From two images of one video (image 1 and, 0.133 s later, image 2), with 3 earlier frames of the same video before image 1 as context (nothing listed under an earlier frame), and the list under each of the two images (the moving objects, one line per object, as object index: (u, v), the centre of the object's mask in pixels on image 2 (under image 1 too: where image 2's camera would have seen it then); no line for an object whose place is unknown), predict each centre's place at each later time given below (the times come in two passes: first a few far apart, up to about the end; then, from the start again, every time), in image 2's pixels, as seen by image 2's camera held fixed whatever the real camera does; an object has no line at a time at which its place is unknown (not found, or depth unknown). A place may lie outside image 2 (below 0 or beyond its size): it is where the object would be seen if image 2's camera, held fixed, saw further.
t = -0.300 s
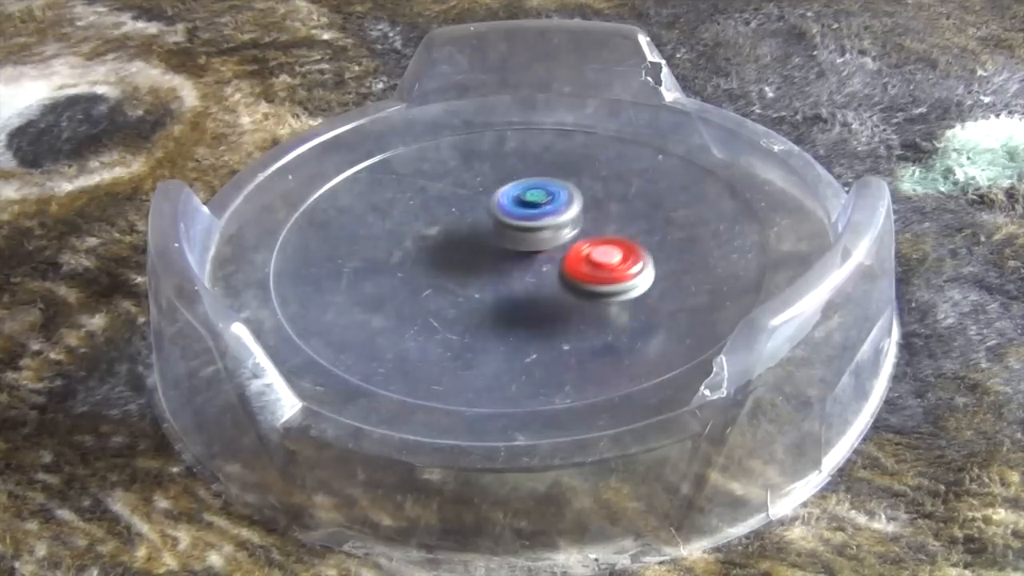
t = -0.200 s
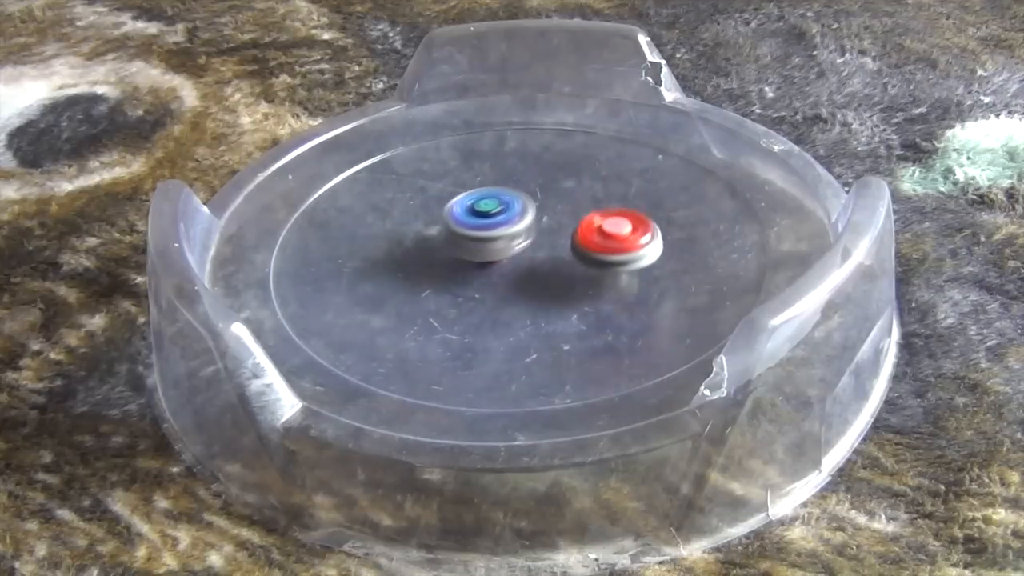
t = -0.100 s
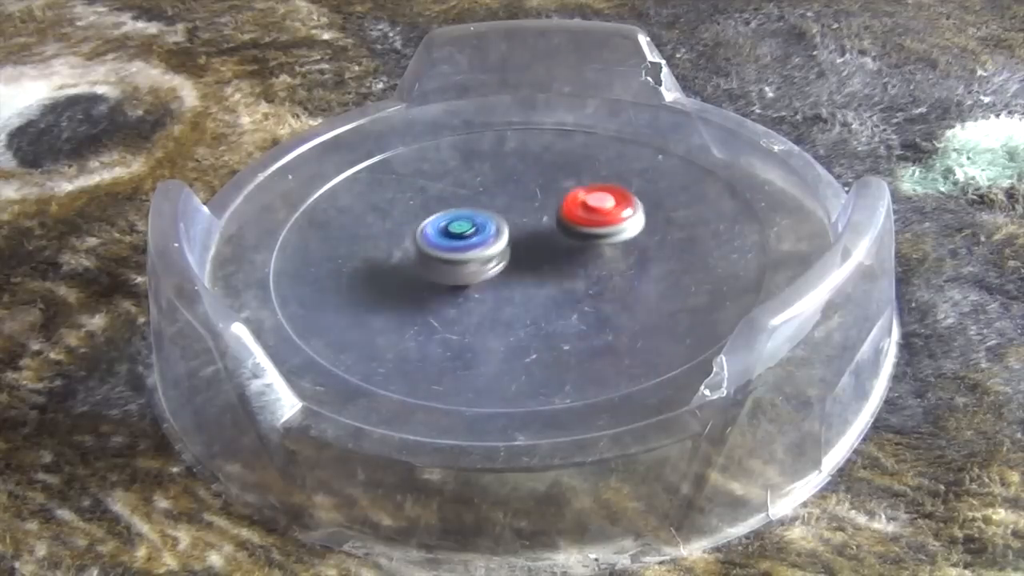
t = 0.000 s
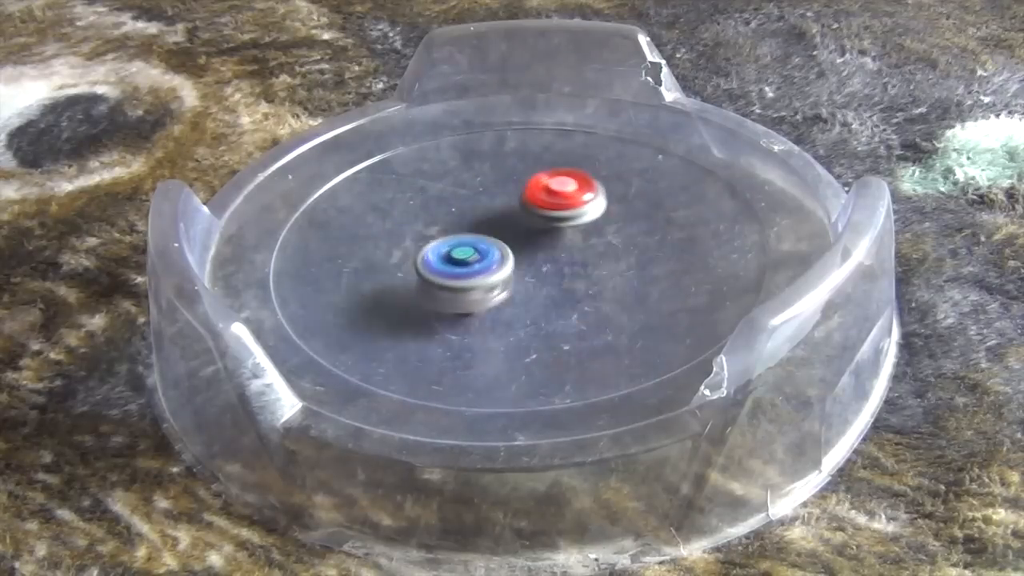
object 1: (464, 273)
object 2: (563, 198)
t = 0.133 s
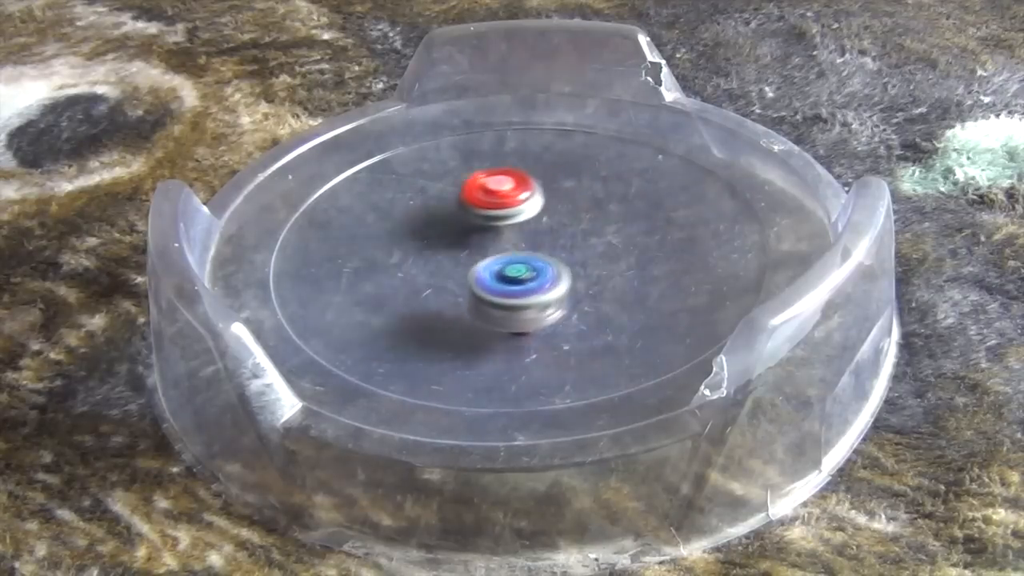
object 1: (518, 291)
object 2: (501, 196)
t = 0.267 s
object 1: (582, 273)
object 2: (446, 218)
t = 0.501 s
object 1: (564, 212)
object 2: (450, 280)
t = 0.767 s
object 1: (448, 232)
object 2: (580, 282)
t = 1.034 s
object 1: (519, 274)
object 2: (594, 213)
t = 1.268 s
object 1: (566, 227)
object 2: (494, 198)
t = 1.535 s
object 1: (503, 214)
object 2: (435, 256)
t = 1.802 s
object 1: (506, 244)
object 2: (535, 302)
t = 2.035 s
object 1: (548, 237)
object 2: (636, 260)
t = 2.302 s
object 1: (517, 233)
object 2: (594, 200)
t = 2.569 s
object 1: (517, 261)
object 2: (470, 214)
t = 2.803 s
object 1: (555, 257)
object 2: (445, 279)
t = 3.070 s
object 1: (531, 236)
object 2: (557, 301)
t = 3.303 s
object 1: (506, 246)
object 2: (607, 247)
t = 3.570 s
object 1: (504, 258)
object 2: (528, 203)
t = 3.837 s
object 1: (527, 251)
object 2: (429, 242)
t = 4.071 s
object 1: (528, 241)
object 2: (471, 291)
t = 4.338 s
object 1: (523, 226)
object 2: (583, 272)
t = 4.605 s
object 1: (489, 216)
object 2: (590, 213)
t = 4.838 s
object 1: (486, 249)
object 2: (508, 194)
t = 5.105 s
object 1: (540, 264)
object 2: (447, 251)
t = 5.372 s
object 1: (599, 245)
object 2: (529, 290)
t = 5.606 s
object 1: (618, 203)
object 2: (592, 264)
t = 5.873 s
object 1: (561, 174)
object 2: (557, 235)
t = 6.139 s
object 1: (482, 202)
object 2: (492, 261)
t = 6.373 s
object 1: (465, 238)
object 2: (525, 295)
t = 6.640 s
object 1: (485, 263)
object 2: (582, 264)
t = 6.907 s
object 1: (495, 270)
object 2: (541, 223)
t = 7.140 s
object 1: (520, 271)
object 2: (452, 235)
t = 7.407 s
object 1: (543, 247)
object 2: (464, 282)
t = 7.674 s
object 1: (532, 215)
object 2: (550, 275)
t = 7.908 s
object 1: (494, 193)
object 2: (568, 235)
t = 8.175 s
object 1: (439, 194)
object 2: (522, 222)
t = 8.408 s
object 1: (426, 225)
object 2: (516, 245)
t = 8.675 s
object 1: (476, 258)
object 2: (572, 250)
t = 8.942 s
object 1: (532, 269)
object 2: (590, 220)
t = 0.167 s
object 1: (537, 290)
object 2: (484, 200)
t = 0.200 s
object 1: (554, 287)
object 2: (471, 205)
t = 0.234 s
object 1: (570, 281)
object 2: (457, 211)
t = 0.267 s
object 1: (582, 273)
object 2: (446, 218)
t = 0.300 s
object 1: (591, 264)
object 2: (438, 227)
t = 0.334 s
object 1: (596, 254)
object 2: (432, 236)
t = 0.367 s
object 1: (596, 245)
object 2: (429, 245)
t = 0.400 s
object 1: (593, 236)
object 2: (431, 254)
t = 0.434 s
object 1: (587, 226)
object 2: (434, 263)
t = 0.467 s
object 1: (576, 219)
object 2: (440, 272)
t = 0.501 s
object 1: (564, 212)
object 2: (450, 280)
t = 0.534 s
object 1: (549, 209)
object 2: (463, 287)
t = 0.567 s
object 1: (532, 207)
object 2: (479, 292)
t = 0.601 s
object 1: (515, 207)
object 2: (496, 295)
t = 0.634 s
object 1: (499, 208)
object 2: (513, 297)
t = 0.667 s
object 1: (483, 212)
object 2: (532, 297)
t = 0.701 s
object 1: (468, 218)
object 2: (549, 294)
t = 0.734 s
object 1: (456, 225)
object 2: (566, 288)
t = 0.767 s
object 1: (448, 232)
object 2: (580, 282)
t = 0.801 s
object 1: (444, 241)
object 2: (592, 273)
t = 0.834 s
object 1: (445, 250)
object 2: (601, 265)
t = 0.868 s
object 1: (450, 258)
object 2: (607, 255)
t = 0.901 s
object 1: (458, 265)
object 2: (611, 246)
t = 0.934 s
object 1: (471, 271)
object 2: (611, 237)
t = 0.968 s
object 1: (486, 274)
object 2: (609, 228)
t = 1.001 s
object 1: (502, 275)
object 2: (603, 219)
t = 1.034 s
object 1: (519, 274)
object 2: (594, 213)
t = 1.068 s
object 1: (534, 270)
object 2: (585, 206)
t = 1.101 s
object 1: (547, 265)
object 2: (574, 200)
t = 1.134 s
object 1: (557, 257)
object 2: (561, 195)
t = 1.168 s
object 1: (564, 249)
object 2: (545, 191)
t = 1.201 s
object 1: (568, 240)
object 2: (528, 191)
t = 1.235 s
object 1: (567, 233)
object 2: (510, 194)
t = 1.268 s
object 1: (566, 227)
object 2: (494, 198)
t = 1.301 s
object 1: (564, 223)
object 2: (481, 202)
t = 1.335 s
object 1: (560, 219)
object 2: (469, 207)
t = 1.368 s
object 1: (553, 216)
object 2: (457, 213)
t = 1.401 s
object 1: (543, 214)
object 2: (447, 221)
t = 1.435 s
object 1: (531, 213)
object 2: (439, 230)
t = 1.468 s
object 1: (520, 212)
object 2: (435, 239)
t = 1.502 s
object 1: (511, 213)
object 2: (433, 248)
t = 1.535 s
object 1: (503, 214)
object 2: (435, 256)
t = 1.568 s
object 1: (497, 217)
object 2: (439, 264)
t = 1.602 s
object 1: (492, 220)
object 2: (446, 273)
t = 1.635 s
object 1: (488, 225)
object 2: (456, 282)
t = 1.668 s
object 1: (488, 229)
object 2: (467, 289)
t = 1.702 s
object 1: (490, 233)
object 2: (483, 293)
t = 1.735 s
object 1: (494, 237)
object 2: (499, 299)
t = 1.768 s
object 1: (499, 241)
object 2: (516, 301)
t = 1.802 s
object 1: (506, 244)
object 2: (535, 302)
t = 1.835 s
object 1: (513, 246)
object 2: (554, 301)
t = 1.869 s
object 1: (522, 246)
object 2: (573, 298)
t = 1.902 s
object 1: (529, 246)
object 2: (590, 293)
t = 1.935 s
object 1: (535, 246)
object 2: (605, 286)
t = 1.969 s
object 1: (541, 244)
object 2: (618, 278)
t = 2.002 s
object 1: (545, 241)
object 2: (628, 270)
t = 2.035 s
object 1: (548, 237)
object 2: (636, 260)
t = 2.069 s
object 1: (549, 233)
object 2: (640, 251)
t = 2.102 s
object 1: (546, 229)
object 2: (642, 241)
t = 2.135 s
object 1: (543, 226)
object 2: (640, 232)
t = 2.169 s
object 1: (538, 225)
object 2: (635, 224)
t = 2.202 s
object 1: (532, 226)
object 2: (628, 217)
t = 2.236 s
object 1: (527, 227)
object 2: (618, 210)
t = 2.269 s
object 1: (522, 230)
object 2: (607, 204)
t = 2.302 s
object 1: (517, 233)
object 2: (594, 200)
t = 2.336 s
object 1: (513, 237)
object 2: (581, 197)
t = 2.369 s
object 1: (510, 241)
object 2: (566, 195)
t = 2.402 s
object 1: (508, 245)
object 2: (550, 194)
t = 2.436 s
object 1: (507, 250)
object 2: (534, 195)
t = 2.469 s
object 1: (508, 253)
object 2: (517, 197)
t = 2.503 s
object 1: (510, 256)
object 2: (499, 201)
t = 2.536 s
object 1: (513, 259)
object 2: (483, 208)
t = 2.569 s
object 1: (517, 261)
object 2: (470, 214)
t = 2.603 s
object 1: (520, 261)
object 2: (457, 226)
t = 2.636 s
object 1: (525, 262)
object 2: (450, 234)
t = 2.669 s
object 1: (532, 263)
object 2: (443, 243)
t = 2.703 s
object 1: (539, 264)
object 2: (441, 251)
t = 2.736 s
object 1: (545, 263)
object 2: (439, 261)
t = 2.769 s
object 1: (551, 260)
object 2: (440, 270)
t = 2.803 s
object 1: (555, 257)
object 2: (445, 279)
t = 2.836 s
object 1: (559, 254)
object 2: (453, 287)
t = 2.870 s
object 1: (560, 250)
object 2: (464, 294)
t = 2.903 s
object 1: (559, 246)
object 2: (476, 299)
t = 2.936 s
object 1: (556, 243)
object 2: (492, 302)
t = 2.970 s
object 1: (552, 240)
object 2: (507, 306)
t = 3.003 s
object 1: (546, 238)
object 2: (524, 306)
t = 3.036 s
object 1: (539, 236)
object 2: (540, 305)
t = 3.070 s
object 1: (531, 236)
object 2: (557, 301)
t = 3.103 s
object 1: (525, 236)
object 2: (573, 296)
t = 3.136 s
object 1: (521, 237)
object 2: (585, 289)
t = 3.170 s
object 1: (520, 237)
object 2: (595, 281)
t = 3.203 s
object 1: (520, 238)
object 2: (603, 273)
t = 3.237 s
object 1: (518, 240)
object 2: (607, 264)
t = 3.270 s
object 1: (514, 244)
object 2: (608, 255)
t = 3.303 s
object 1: (506, 246)
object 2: (607, 247)
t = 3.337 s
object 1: (498, 249)
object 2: (604, 239)
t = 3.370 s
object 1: (495, 251)
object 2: (597, 232)
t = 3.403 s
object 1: (493, 252)
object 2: (589, 225)
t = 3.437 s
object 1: (493, 253)
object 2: (579, 219)
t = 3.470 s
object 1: (496, 253)
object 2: (568, 214)
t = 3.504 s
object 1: (501, 253)
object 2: (556, 209)
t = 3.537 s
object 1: (503, 256)
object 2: (543, 205)
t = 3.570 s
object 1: (504, 258)
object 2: (528, 203)
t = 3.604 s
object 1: (506, 259)
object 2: (513, 202)
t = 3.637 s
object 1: (509, 260)
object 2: (496, 203)
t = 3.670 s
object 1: (512, 260)
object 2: (478, 208)
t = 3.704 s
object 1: (516, 259)
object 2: (464, 213)
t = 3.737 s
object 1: (520, 258)
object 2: (452, 219)
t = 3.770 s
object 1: (524, 256)
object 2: (443, 226)
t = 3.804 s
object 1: (526, 254)
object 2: (435, 234)
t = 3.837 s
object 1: (527, 251)
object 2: (429, 242)
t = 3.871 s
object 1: (528, 248)
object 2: (427, 250)
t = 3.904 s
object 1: (528, 246)
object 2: (426, 259)
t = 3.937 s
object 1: (529, 245)
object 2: (429, 267)
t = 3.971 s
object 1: (529, 244)
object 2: (435, 275)
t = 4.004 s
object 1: (528, 243)
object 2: (445, 282)
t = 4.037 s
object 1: (528, 242)
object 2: (458, 287)
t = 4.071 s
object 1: (528, 241)
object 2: (471, 291)
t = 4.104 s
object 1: (528, 239)
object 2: (487, 294)
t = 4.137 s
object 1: (527, 236)
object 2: (501, 297)
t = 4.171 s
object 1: (528, 234)
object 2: (516, 298)
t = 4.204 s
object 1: (528, 232)
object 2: (532, 296)
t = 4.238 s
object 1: (526, 230)
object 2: (548, 292)
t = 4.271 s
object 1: (526, 229)
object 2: (562, 287)
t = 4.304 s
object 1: (525, 228)
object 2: (573, 280)
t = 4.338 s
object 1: (523, 226)
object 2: (583, 272)
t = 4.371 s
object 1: (520, 224)
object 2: (593, 266)
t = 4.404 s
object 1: (513, 219)
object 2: (602, 259)
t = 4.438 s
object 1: (508, 215)
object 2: (606, 251)
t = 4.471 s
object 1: (503, 213)
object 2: (608, 243)
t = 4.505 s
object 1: (499, 212)
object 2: (608, 235)
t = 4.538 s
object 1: (496, 212)
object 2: (605, 226)
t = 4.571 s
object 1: (492, 213)
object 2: (599, 218)
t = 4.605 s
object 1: (489, 216)
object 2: (590, 213)
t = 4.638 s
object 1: (487, 221)
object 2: (580, 208)
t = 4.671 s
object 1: (486, 225)
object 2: (571, 202)
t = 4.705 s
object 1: (484, 231)
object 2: (559, 199)
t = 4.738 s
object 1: (482, 236)
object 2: (548, 196)
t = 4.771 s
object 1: (482, 241)
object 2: (535, 194)
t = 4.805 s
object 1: (484, 245)
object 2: (522, 193)
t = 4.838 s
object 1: (486, 249)
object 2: (508, 194)
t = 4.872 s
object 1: (490, 253)
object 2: (494, 197)
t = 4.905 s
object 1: (495, 257)
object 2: (481, 200)
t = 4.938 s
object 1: (501, 259)
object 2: (466, 208)
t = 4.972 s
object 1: (507, 261)
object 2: (456, 216)
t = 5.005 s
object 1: (514, 263)
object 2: (449, 225)
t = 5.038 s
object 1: (523, 264)
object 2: (446, 234)
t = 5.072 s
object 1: (531, 265)
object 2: (445, 243)
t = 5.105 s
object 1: (540, 264)
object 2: (447, 251)
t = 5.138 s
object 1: (547, 264)
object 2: (452, 260)
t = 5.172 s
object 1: (554, 263)
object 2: (458, 268)
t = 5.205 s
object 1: (562, 261)
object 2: (466, 275)
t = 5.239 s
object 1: (571, 259)
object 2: (474, 281)
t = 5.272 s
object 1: (580, 256)
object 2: (486, 285)
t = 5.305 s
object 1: (586, 254)
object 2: (499, 288)
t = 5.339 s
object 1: (592, 250)
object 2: (515, 289)
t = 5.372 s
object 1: (599, 245)
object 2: (529, 290)
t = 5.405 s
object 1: (605, 240)
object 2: (541, 290)
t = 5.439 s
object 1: (612, 234)
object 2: (554, 288)
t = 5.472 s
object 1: (615, 228)
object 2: (567, 283)
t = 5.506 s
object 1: (619, 221)
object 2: (573, 281)
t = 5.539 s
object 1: (621, 214)
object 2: (581, 276)
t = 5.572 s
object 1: (620, 208)
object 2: (588, 270)
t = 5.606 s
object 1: (618, 203)
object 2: (592, 264)
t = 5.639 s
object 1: (614, 196)
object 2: (593, 259)
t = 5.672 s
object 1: (608, 191)
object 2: (594, 253)
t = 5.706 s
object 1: (602, 186)
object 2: (593, 248)
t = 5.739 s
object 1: (595, 182)
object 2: (588, 244)
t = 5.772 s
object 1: (588, 178)
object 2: (582, 240)
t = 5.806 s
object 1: (580, 175)
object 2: (574, 238)
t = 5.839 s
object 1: (571, 173)
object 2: (566, 236)
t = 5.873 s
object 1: (561, 174)
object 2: (557, 235)
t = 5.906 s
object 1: (549, 174)
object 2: (547, 235)
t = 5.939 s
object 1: (538, 175)
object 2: (536, 237)
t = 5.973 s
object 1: (527, 177)
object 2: (526, 239)
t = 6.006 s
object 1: (517, 180)
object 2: (517, 242)
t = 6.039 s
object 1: (507, 185)
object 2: (508, 246)
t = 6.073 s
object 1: (497, 190)
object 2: (501, 251)
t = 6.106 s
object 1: (488, 196)
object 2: (495, 256)
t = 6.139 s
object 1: (482, 202)
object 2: (492, 261)
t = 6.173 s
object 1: (476, 208)
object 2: (491, 267)
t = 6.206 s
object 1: (471, 215)
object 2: (493, 273)
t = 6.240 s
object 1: (467, 221)
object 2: (495, 280)
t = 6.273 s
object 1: (465, 224)
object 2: (500, 286)
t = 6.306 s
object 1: (465, 228)
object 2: (507, 290)
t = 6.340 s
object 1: (464, 233)
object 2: (515, 293)
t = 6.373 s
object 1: (465, 238)
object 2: (525, 295)
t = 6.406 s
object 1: (467, 243)
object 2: (535, 295)
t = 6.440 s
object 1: (468, 248)
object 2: (545, 293)
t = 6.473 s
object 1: (471, 252)
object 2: (554, 290)
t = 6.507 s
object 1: (474, 257)
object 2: (563, 287)
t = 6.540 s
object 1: (477, 261)
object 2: (571, 282)
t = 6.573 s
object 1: (476, 262)
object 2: (578, 276)
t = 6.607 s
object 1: (480, 262)
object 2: (581, 271)
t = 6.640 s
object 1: (485, 263)
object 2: (582, 264)
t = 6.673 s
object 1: (485, 263)
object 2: (584, 258)
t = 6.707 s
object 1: (487, 264)
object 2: (583, 252)
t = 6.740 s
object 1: (489, 265)
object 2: (580, 246)
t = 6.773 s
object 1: (490, 266)
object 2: (576, 240)
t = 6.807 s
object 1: (489, 268)
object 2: (569, 236)
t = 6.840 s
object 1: (490, 269)
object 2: (562, 231)
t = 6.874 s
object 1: (491, 269)
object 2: (553, 226)
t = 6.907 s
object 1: (495, 270)
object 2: (541, 223)
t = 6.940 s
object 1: (497, 271)
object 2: (529, 220)
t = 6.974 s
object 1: (499, 272)
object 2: (515, 219)
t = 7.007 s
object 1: (502, 272)
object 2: (501, 218)
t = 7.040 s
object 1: (505, 273)
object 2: (485, 221)
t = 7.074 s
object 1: (511, 273)
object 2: (473, 224)
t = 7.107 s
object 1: (515, 273)
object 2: (461, 229)
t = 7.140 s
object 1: (520, 271)
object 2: (452, 235)
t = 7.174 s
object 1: (525, 270)
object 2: (446, 242)
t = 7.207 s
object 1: (530, 267)
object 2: (443, 248)
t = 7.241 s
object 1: (533, 264)
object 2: (442, 254)
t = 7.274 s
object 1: (536, 261)
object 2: (441, 261)
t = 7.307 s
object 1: (539, 257)
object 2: (443, 268)
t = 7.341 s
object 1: (540, 254)
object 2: (446, 273)
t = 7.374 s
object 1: (542, 251)
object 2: (454, 278)
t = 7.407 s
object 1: (543, 247)
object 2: (464, 282)
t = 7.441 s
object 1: (544, 242)
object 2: (474, 286)
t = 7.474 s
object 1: (544, 238)
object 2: (487, 286)
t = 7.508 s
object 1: (543, 234)
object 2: (499, 287)
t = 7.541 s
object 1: (542, 230)
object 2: (510, 287)
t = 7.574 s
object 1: (540, 225)
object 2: (522, 286)
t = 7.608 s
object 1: (538, 221)
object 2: (531, 284)
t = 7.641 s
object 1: (536, 217)
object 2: (541, 280)
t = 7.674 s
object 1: (532, 215)
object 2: (550, 275)
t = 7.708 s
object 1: (527, 212)
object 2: (557, 268)
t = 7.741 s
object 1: (523, 208)
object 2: (563, 263)
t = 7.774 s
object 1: (519, 205)
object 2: (567, 256)
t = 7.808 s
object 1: (515, 202)
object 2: (569, 250)
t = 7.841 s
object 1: (507, 198)
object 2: (571, 246)
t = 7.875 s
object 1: (500, 195)
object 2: (571, 240)
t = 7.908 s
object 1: (494, 193)
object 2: (568, 235)
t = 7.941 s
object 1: (490, 192)
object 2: (564, 229)
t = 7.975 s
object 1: (483, 191)
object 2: (558, 225)
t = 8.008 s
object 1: (474, 190)
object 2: (555, 224)
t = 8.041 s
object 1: (466, 189)
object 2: (550, 221)
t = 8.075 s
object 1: (461, 190)
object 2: (542, 219)
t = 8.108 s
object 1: (453, 191)
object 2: (535, 219)
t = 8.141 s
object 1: (446, 192)
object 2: (528, 220)
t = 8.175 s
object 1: (439, 194)
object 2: (522, 222)
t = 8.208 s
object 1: (434, 196)
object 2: (517, 224)
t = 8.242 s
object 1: (429, 199)
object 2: (512, 228)
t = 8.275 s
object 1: (424, 203)
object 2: (512, 230)
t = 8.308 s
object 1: (421, 207)
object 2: (511, 234)
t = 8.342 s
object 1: (421, 212)
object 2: (511, 238)
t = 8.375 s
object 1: (423, 219)
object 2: (513, 242)
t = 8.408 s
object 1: (426, 225)
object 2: (516, 245)
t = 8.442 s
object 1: (429, 231)
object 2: (521, 249)
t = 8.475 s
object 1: (434, 236)
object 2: (527, 252)
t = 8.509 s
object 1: (440, 241)
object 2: (533, 254)
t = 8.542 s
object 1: (446, 245)
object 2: (541, 256)
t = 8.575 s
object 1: (453, 249)
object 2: (549, 256)
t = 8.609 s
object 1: (461, 252)
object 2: (556, 255)
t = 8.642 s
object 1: (469, 255)
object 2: (564, 253)
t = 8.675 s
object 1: (476, 258)
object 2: (572, 250)
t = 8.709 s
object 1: (483, 260)
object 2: (579, 248)
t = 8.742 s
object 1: (492, 262)
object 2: (583, 245)
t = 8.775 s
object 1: (500, 262)
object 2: (587, 241)
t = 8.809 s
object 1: (507, 264)
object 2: (591, 236)
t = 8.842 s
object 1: (514, 265)
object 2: (593, 232)
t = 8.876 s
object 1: (522, 266)
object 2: (594, 228)
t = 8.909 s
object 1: (528, 267)
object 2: (593, 224)
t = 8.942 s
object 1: (532, 269)
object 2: (590, 220)
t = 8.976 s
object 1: (536, 269)
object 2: (586, 217)
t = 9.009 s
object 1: (541, 269)
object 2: (580, 214)
